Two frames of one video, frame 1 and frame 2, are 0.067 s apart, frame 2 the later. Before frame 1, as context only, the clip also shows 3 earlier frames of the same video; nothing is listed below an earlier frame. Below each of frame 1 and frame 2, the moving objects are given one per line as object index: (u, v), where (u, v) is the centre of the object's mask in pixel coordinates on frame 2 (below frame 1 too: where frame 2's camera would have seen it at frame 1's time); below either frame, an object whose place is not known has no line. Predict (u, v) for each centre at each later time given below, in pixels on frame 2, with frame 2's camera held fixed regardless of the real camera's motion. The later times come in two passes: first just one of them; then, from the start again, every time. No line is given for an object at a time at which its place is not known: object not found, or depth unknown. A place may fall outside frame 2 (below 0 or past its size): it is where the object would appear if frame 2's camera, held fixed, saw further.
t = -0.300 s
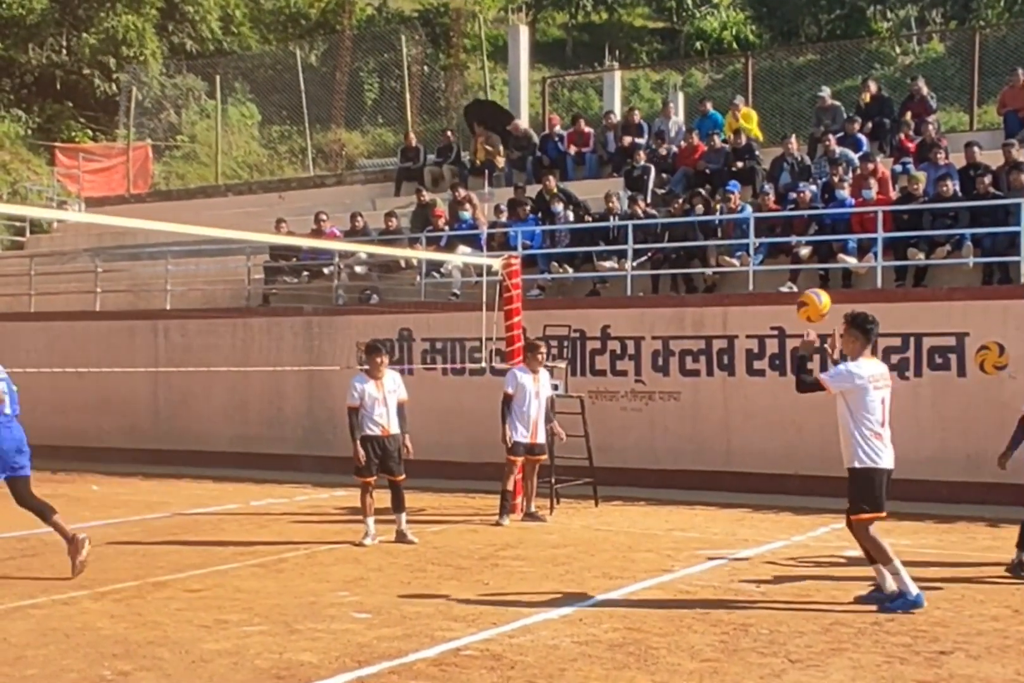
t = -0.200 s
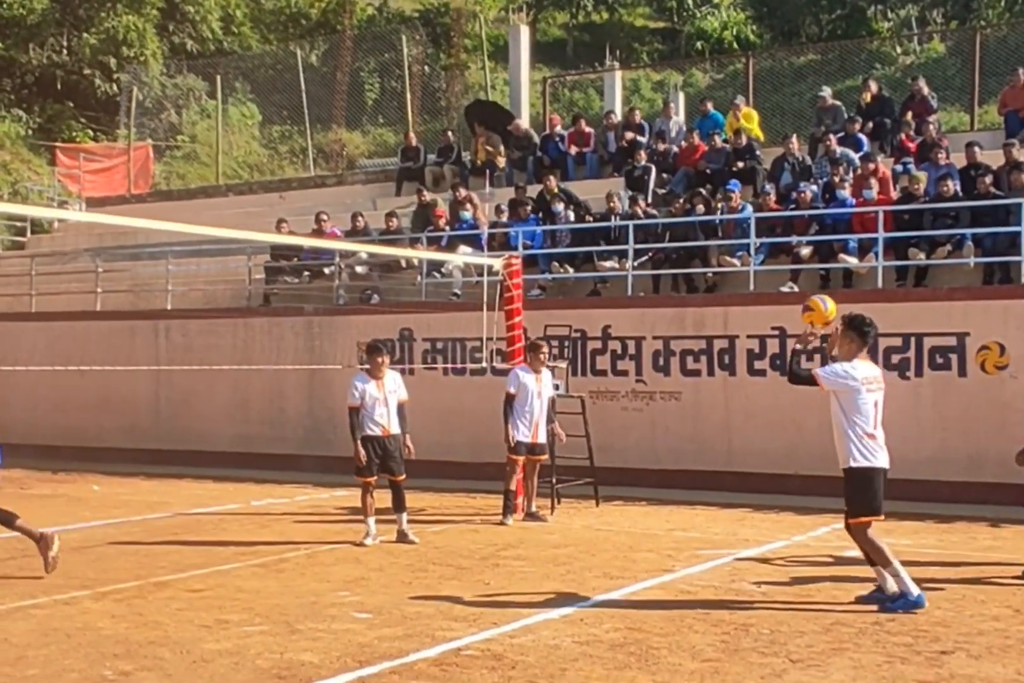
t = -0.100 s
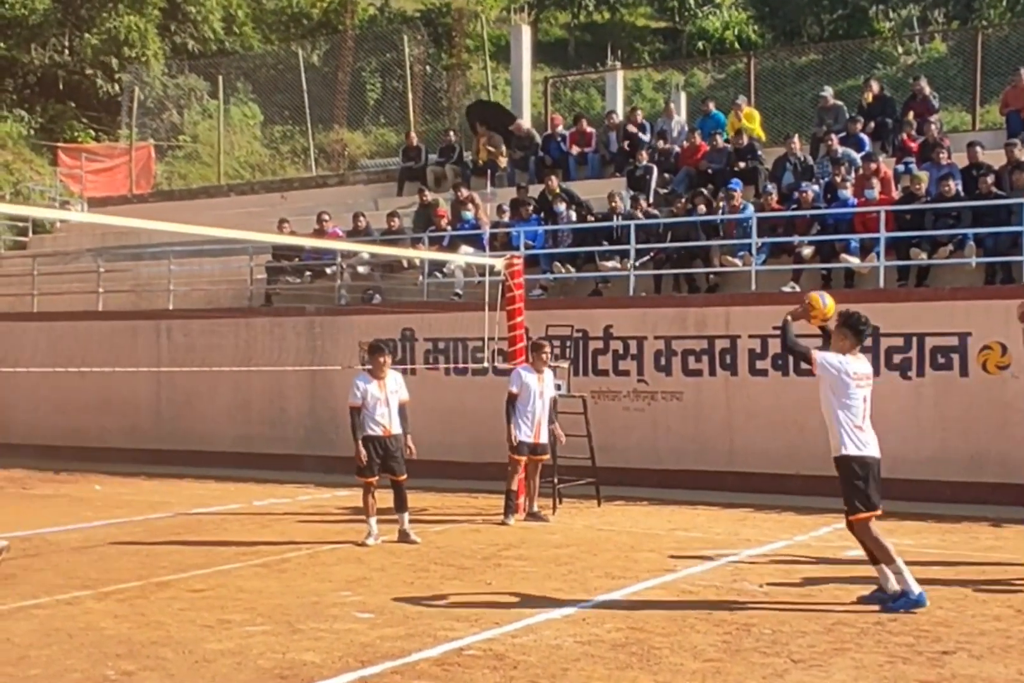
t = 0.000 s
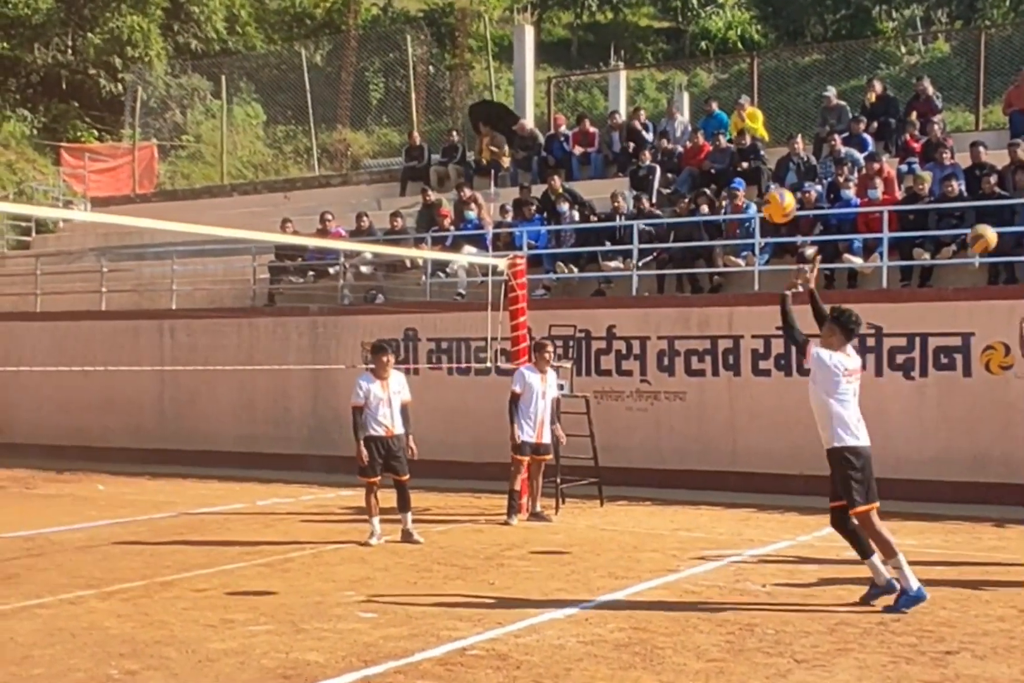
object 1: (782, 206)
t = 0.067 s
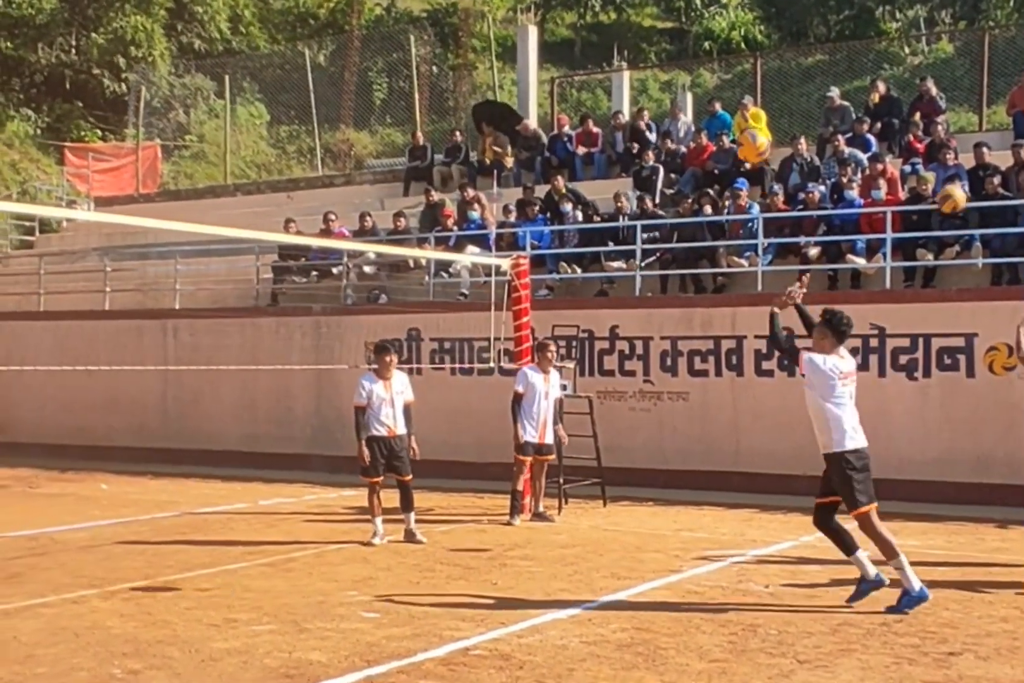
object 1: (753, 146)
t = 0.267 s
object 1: (672, 21)
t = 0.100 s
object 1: (739, 119)
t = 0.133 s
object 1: (725, 95)
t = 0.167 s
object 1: (712, 73)
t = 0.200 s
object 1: (698, 54)
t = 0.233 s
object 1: (685, 37)
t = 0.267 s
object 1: (672, 21)
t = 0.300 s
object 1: (659, 10)
